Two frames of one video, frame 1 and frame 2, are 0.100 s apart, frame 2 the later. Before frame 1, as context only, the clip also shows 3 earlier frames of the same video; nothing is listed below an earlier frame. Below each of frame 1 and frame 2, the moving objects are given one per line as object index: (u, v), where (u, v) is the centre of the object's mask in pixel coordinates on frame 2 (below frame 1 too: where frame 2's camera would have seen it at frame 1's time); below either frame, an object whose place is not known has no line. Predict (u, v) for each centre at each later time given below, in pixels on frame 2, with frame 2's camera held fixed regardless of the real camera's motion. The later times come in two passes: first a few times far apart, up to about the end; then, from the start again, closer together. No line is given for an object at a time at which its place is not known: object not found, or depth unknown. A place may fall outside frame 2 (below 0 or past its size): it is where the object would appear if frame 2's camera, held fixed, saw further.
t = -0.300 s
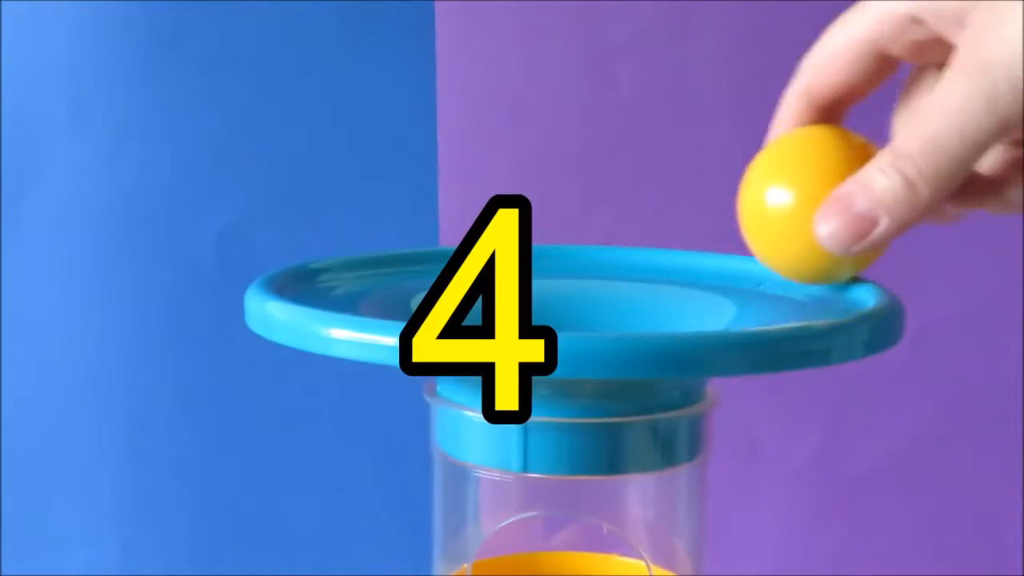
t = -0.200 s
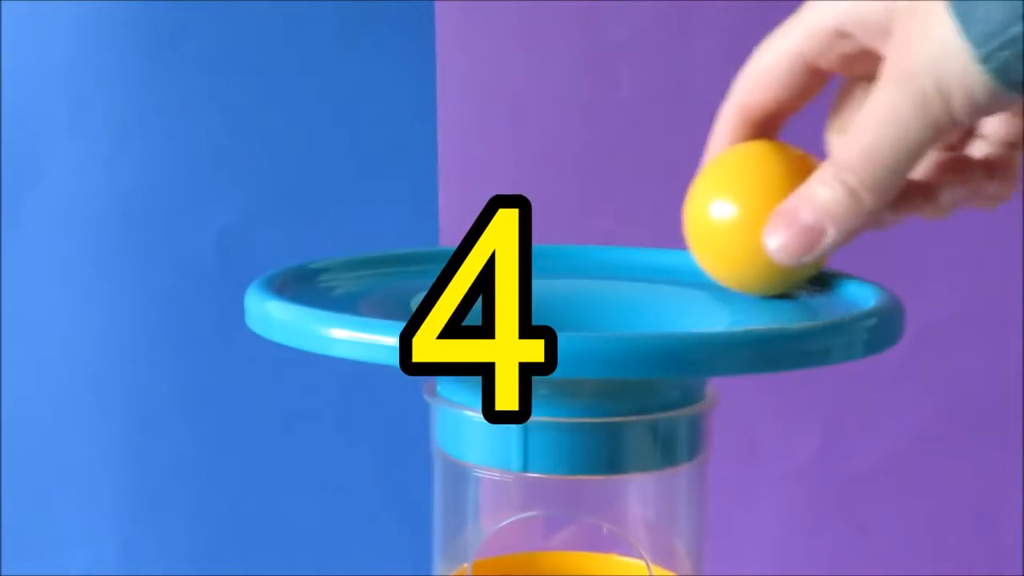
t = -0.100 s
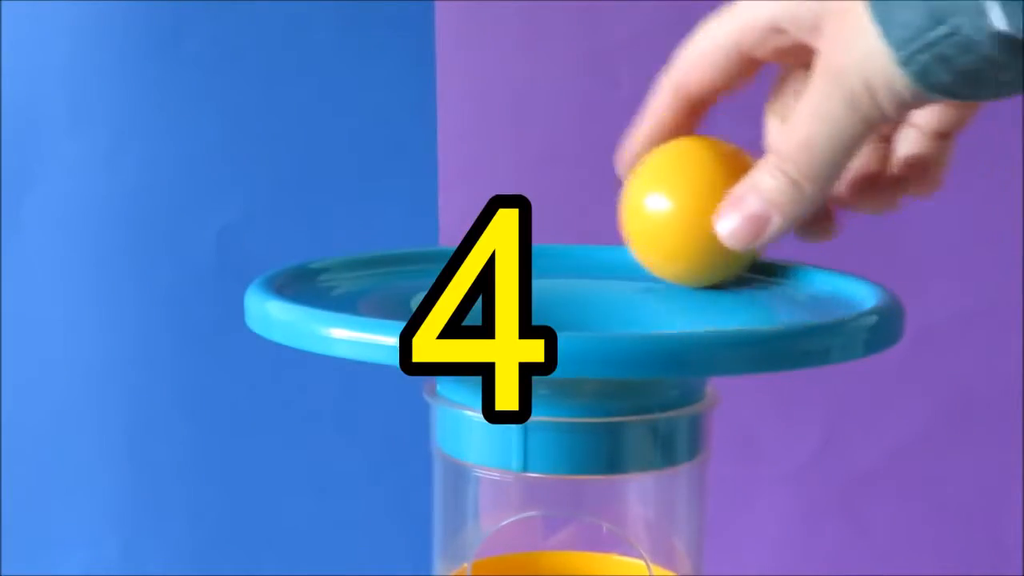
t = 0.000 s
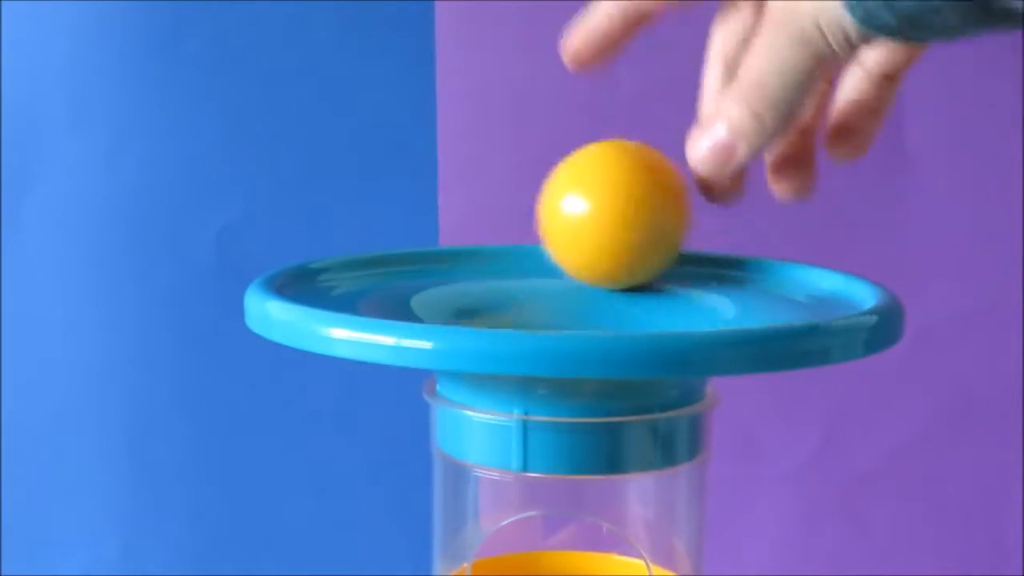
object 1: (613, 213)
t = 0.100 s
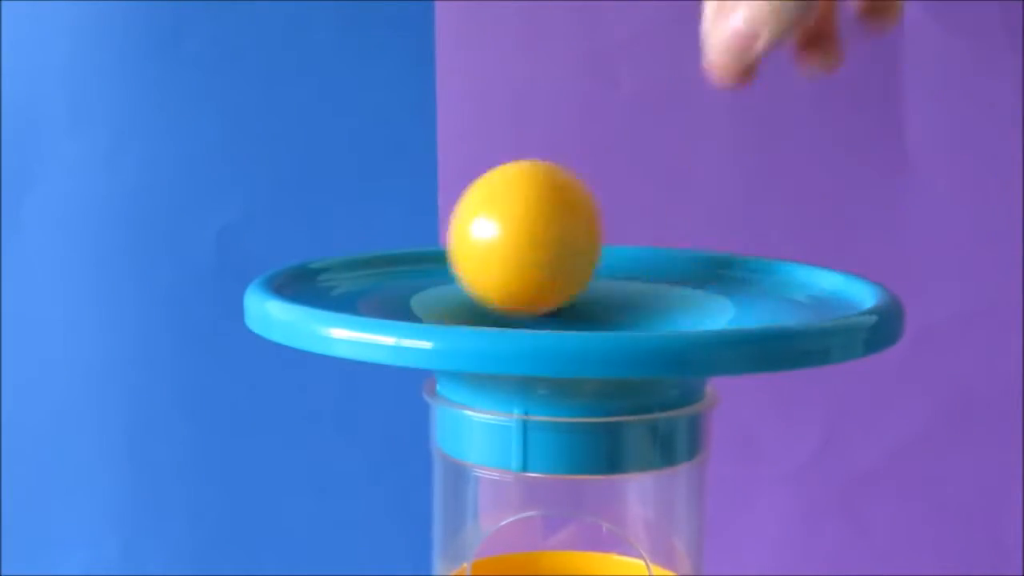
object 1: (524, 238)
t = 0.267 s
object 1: (603, 291)
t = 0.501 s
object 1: (546, 536)
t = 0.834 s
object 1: (556, 595)
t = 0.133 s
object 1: (502, 255)
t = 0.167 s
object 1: (490, 270)
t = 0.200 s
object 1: (498, 284)
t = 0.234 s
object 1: (542, 291)
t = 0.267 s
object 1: (603, 291)
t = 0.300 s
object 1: (642, 287)
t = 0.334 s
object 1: (651, 284)
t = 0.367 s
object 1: (636, 286)
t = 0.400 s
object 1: (607, 295)
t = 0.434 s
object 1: (567, 313)
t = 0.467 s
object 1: (525, 510)
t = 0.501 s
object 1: (546, 536)
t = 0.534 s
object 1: (561, 546)
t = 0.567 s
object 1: (550, 542)
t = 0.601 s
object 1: (562, 548)
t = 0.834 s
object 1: (556, 595)
